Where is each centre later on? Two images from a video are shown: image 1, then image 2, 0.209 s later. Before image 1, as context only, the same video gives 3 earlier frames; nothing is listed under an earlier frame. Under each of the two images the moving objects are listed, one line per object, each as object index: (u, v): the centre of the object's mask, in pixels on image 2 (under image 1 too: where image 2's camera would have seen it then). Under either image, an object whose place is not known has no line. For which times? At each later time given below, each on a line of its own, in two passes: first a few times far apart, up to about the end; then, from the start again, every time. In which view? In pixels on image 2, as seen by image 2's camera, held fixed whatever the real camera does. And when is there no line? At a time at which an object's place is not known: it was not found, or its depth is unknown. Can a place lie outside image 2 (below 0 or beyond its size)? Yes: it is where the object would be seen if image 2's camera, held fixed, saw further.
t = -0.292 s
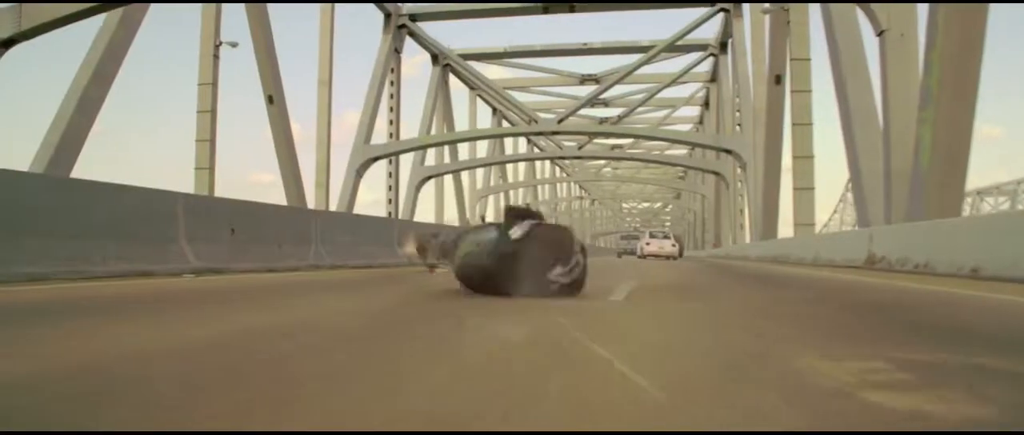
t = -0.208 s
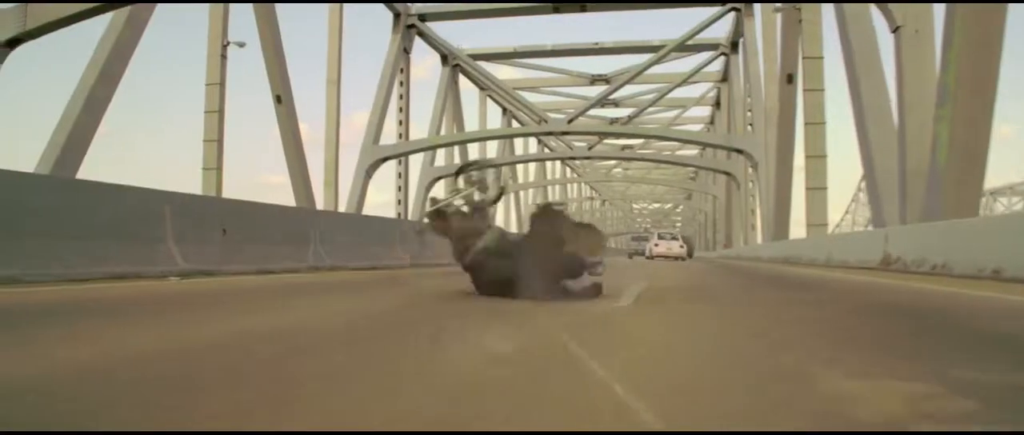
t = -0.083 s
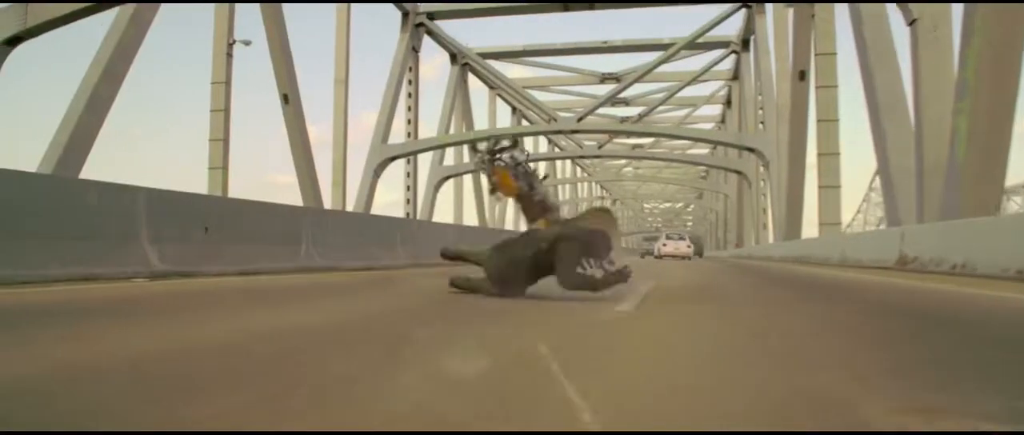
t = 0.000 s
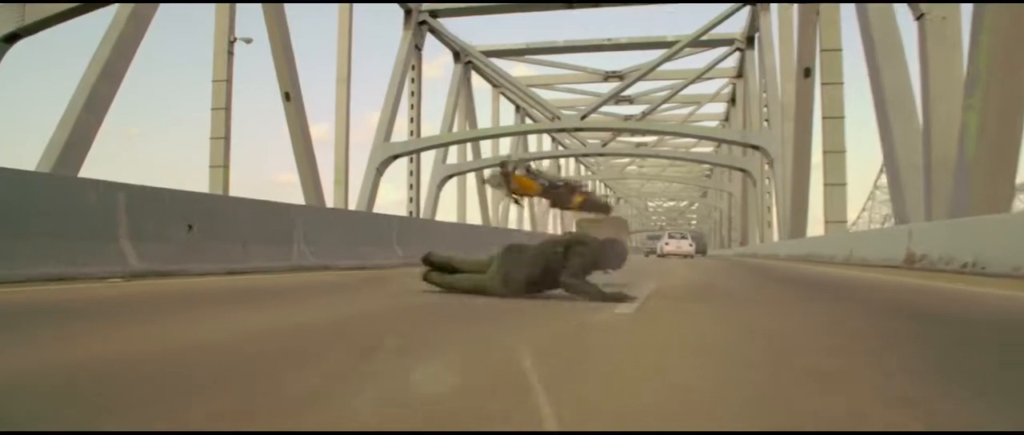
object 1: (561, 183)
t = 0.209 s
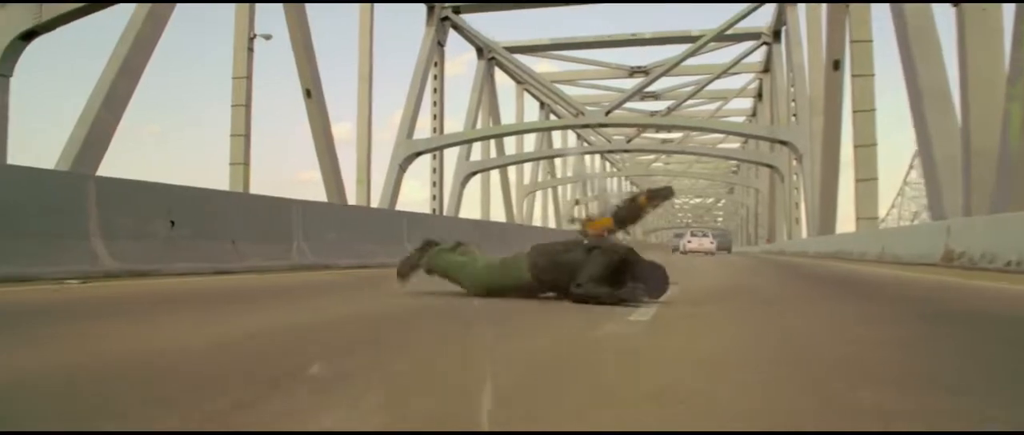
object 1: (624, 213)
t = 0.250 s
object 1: (639, 217)
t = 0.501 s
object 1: (671, 248)
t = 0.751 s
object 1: (687, 252)
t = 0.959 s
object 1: (698, 253)
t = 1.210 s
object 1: (708, 253)
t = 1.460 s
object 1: (715, 252)
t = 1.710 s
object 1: (718, 251)
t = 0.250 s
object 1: (639, 217)
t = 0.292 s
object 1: (644, 220)
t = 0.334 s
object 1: (646, 225)
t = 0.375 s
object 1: (651, 232)
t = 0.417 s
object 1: (666, 240)
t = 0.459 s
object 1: (673, 247)
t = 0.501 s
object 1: (671, 248)
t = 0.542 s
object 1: (671, 250)
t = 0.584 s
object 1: (673, 249)
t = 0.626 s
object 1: (677, 248)
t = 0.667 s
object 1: (684, 250)
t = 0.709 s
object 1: (689, 252)
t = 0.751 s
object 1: (687, 252)
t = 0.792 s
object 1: (687, 252)
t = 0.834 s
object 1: (690, 252)
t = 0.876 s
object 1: (692, 252)
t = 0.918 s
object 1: (695, 252)
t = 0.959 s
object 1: (698, 253)
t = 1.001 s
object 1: (701, 253)
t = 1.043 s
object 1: (703, 253)
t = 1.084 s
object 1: (704, 253)
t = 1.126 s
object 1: (706, 253)
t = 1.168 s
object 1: (707, 253)
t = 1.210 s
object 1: (708, 253)
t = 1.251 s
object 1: (710, 253)
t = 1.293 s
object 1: (711, 253)
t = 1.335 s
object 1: (712, 253)
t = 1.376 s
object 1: (713, 252)
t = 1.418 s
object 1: (714, 252)
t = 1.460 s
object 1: (715, 252)
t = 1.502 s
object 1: (716, 252)
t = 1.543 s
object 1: (716, 252)
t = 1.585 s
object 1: (717, 252)
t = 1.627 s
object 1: (717, 252)
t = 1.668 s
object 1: (718, 252)
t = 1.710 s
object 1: (718, 251)
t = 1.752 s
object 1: (718, 251)
